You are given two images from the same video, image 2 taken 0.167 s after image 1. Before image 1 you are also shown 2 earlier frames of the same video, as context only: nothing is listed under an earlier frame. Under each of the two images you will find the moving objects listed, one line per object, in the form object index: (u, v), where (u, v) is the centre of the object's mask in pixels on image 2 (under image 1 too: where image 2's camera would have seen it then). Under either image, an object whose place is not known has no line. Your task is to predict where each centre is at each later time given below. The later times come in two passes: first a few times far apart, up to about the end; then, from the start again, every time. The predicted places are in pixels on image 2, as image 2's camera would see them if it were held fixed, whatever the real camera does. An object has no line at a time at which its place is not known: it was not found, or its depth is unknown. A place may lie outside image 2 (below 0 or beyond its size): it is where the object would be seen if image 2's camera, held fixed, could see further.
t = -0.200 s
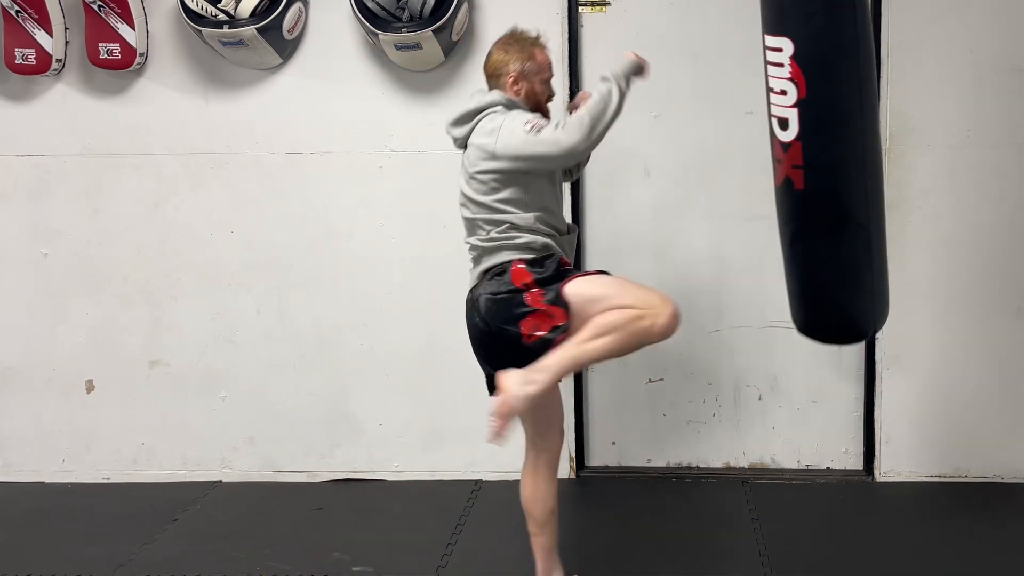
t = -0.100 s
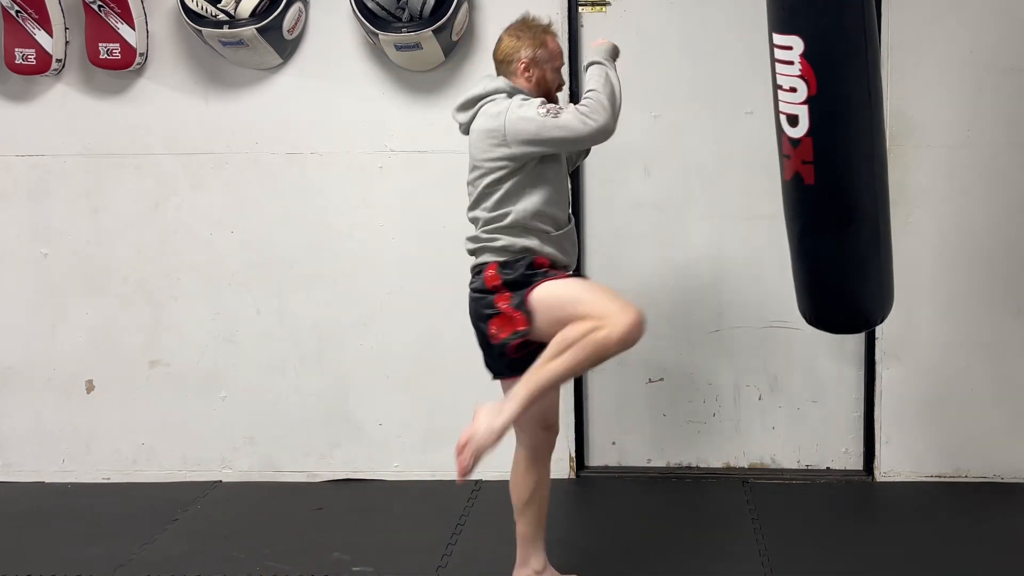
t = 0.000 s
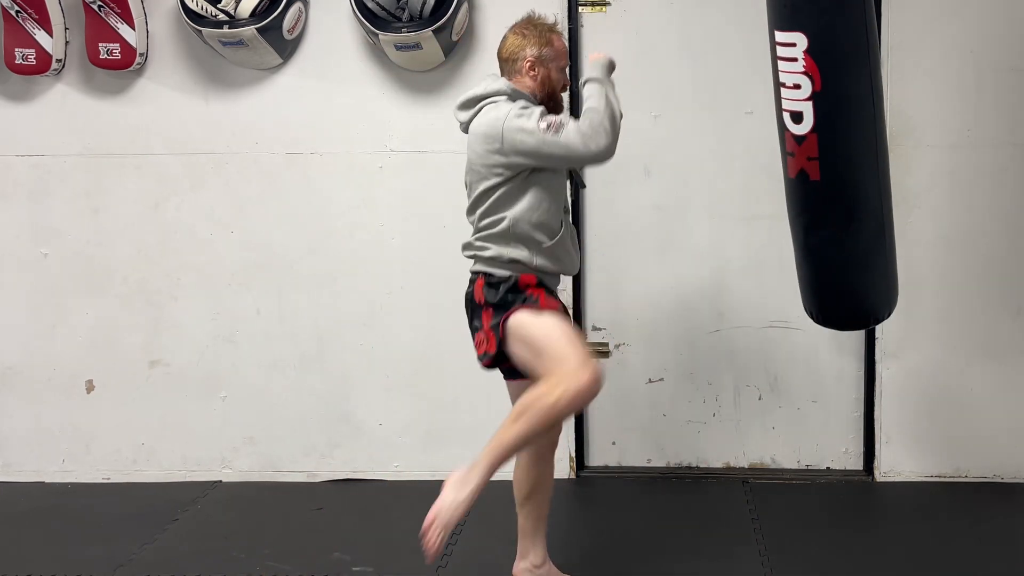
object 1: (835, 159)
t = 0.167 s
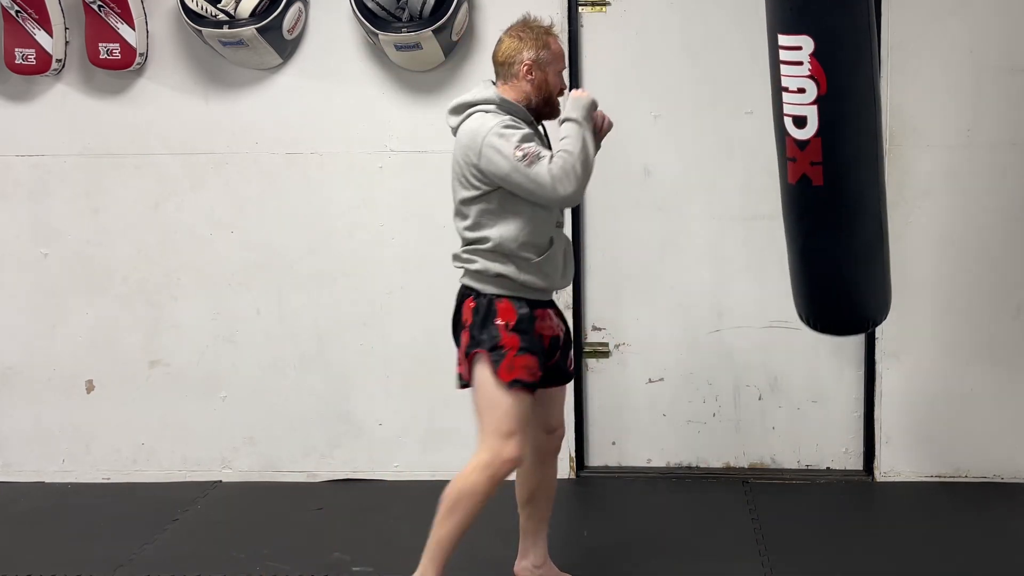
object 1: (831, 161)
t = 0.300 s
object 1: (821, 171)
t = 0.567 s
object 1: (786, 197)
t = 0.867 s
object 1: (734, 212)
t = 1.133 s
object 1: (707, 213)
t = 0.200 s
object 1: (829, 164)
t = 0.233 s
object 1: (826, 166)
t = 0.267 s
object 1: (824, 168)
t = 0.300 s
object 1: (821, 171)
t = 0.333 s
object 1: (818, 175)
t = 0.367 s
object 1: (814, 177)
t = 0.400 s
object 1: (810, 180)
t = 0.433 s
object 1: (806, 183)
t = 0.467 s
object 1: (801, 187)
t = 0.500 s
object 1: (796, 191)
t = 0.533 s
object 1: (791, 193)
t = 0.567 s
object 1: (786, 197)
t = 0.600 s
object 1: (781, 199)
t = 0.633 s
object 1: (775, 202)
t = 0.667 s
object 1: (769, 204)
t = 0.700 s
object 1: (763, 206)
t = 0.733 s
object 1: (757, 208)
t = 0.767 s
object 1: (751, 210)
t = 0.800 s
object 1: (746, 211)
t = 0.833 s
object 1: (740, 211)
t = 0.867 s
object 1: (734, 212)
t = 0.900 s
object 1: (729, 213)
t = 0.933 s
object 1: (725, 213)
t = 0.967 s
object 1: (720, 213)
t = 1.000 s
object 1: (716, 213)
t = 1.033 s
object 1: (713, 213)
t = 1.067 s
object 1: (710, 212)
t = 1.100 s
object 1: (708, 212)
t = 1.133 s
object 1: (707, 213)
